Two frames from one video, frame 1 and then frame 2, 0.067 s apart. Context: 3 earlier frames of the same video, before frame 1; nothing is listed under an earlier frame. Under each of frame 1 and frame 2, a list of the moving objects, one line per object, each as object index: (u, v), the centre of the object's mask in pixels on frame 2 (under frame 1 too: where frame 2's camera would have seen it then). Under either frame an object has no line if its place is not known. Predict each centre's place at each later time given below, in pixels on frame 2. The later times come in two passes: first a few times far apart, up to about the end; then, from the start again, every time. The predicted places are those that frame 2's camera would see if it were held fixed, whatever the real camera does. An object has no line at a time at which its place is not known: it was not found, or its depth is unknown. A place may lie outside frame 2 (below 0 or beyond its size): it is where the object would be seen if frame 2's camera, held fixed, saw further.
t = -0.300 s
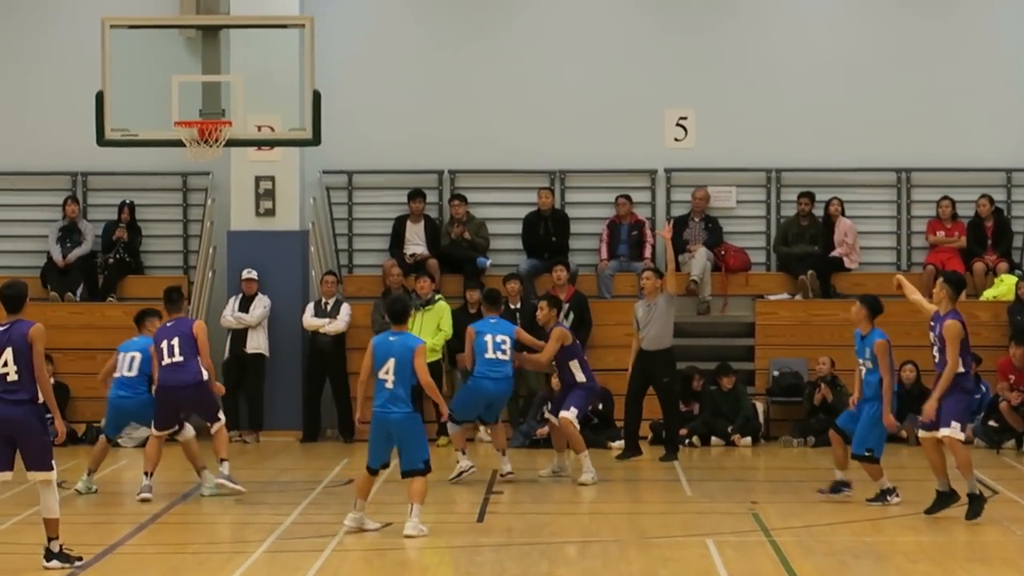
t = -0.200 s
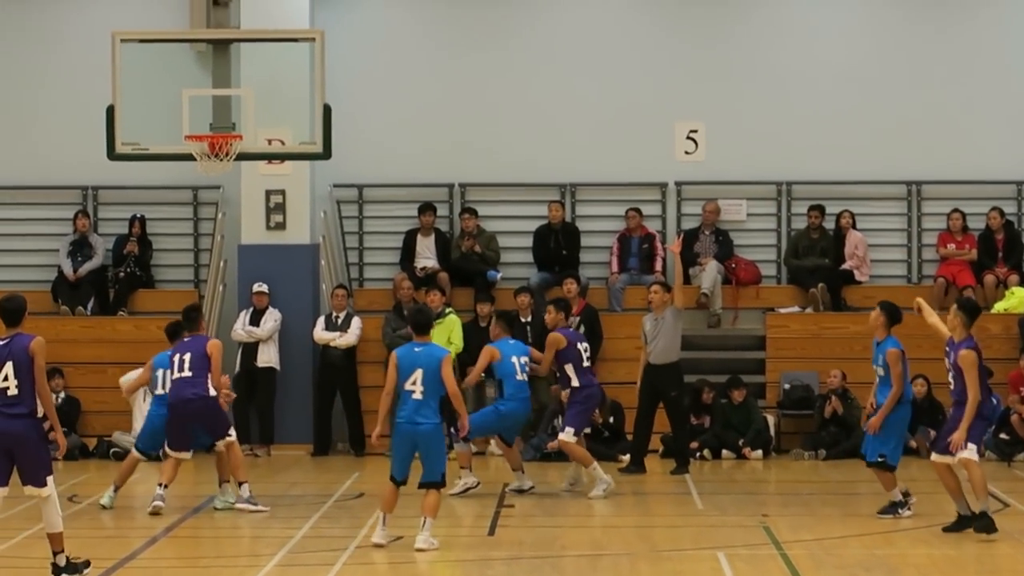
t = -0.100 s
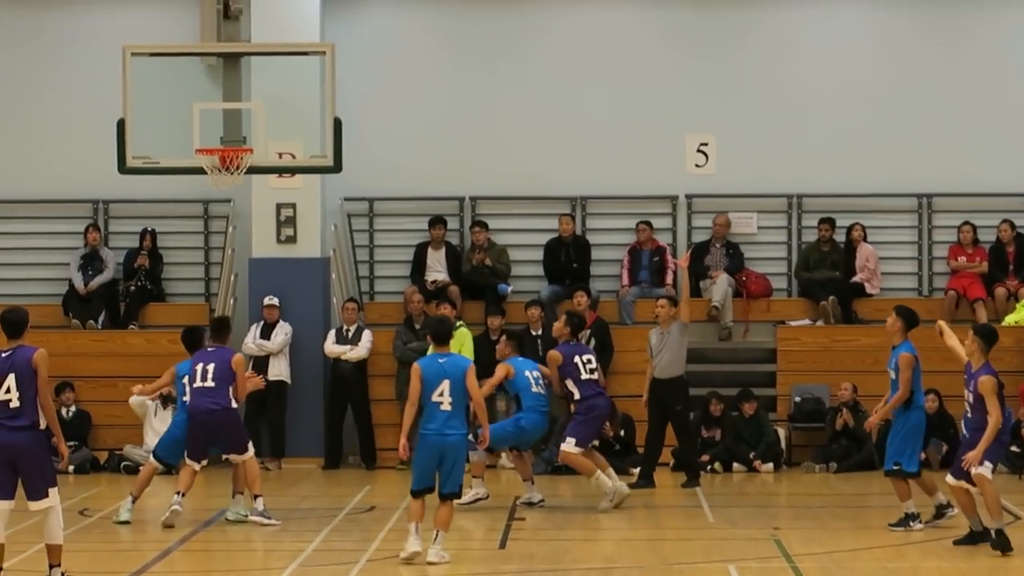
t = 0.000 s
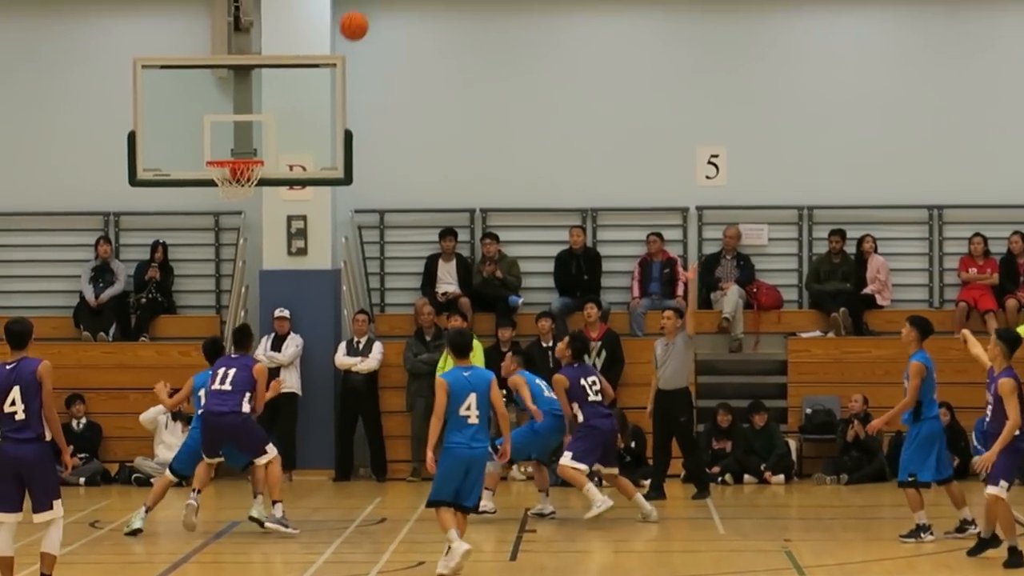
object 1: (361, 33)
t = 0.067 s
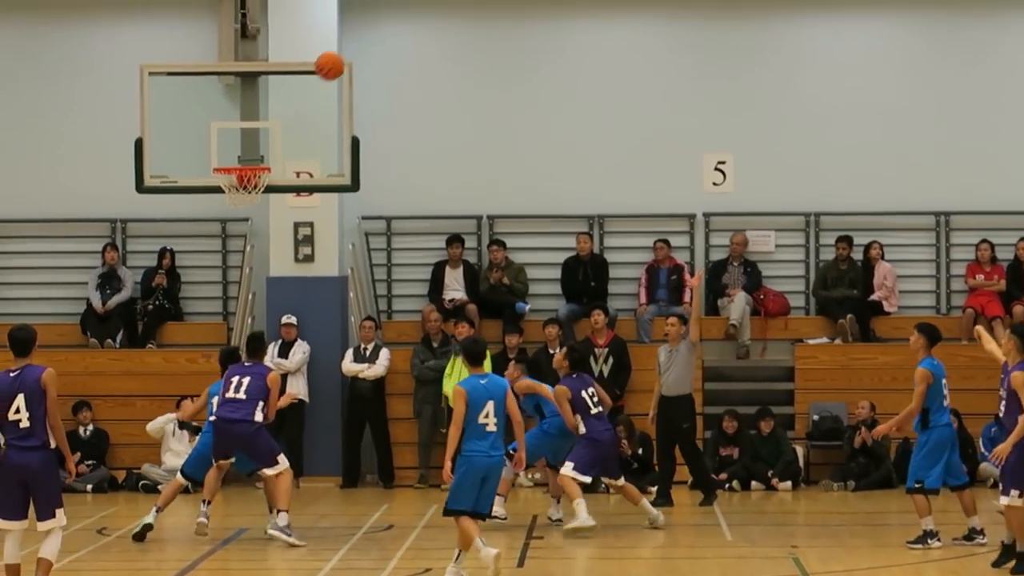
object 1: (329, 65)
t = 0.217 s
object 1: (260, 154)
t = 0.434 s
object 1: (232, 127)
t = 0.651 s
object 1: (236, 113)
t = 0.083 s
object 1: (322, 74)
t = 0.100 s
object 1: (314, 84)
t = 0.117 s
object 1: (306, 93)
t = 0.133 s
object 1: (298, 103)
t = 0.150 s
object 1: (290, 113)
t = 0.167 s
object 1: (282, 123)
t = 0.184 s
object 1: (275, 133)
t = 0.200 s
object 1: (267, 144)
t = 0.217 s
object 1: (260, 154)
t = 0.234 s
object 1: (253, 155)
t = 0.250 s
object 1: (248, 155)
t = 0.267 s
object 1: (241, 157)
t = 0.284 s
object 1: (235, 158)
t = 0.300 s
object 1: (230, 158)
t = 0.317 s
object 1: (231, 155)
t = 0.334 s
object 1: (231, 151)
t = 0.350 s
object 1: (231, 146)
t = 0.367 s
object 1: (231, 142)
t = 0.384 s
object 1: (231, 138)
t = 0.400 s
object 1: (232, 134)
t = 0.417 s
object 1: (232, 131)
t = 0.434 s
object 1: (232, 127)
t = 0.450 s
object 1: (233, 124)
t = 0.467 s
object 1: (233, 122)
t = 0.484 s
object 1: (233, 119)
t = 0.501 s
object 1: (233, 117)
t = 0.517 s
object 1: (234, 115)
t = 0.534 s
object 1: (233, 114)
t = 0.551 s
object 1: (234, 113)
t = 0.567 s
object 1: (235, 112)
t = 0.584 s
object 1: (235, 112)
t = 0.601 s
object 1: (235, 112)
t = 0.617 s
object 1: (235, 112)
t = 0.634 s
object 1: (236, 113)
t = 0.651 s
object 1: (236, 113)
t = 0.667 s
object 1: (237, 115)
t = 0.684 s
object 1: (237, 117)
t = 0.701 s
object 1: (238, 119)
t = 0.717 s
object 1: (238, 121)
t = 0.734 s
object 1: (238, 124)
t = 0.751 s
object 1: (239, 126)
